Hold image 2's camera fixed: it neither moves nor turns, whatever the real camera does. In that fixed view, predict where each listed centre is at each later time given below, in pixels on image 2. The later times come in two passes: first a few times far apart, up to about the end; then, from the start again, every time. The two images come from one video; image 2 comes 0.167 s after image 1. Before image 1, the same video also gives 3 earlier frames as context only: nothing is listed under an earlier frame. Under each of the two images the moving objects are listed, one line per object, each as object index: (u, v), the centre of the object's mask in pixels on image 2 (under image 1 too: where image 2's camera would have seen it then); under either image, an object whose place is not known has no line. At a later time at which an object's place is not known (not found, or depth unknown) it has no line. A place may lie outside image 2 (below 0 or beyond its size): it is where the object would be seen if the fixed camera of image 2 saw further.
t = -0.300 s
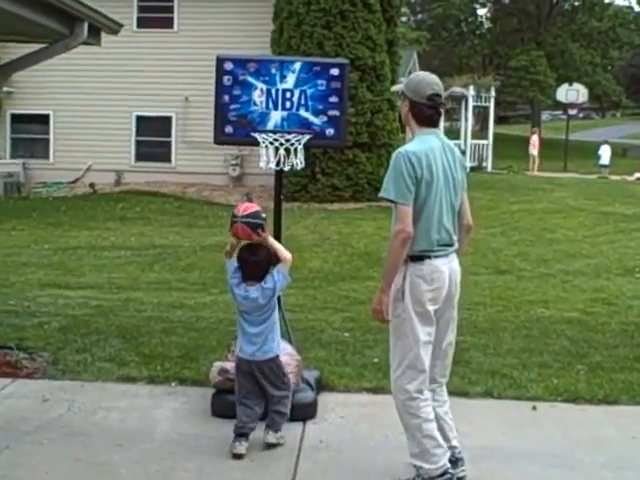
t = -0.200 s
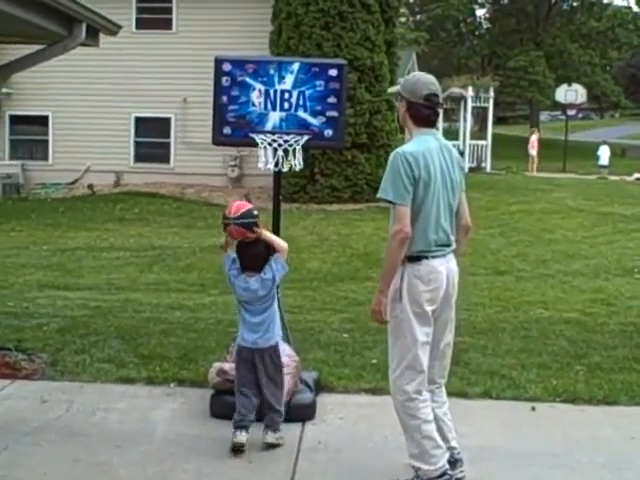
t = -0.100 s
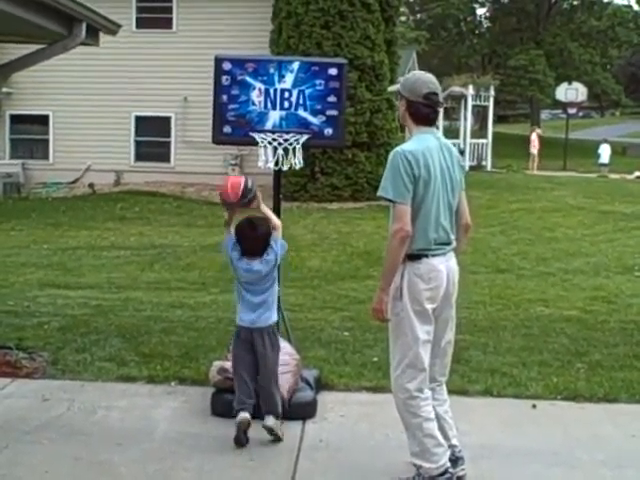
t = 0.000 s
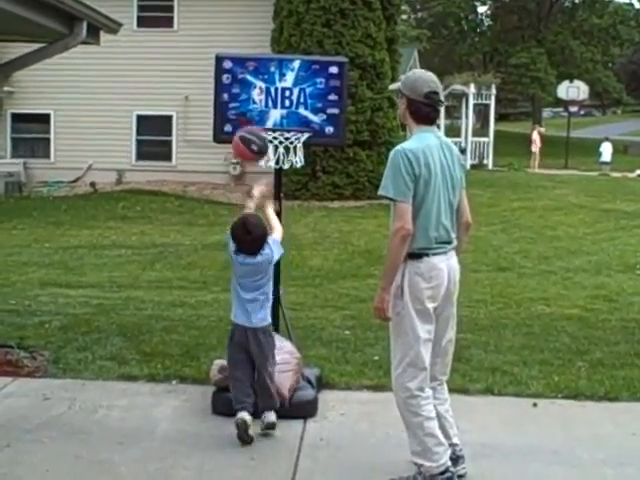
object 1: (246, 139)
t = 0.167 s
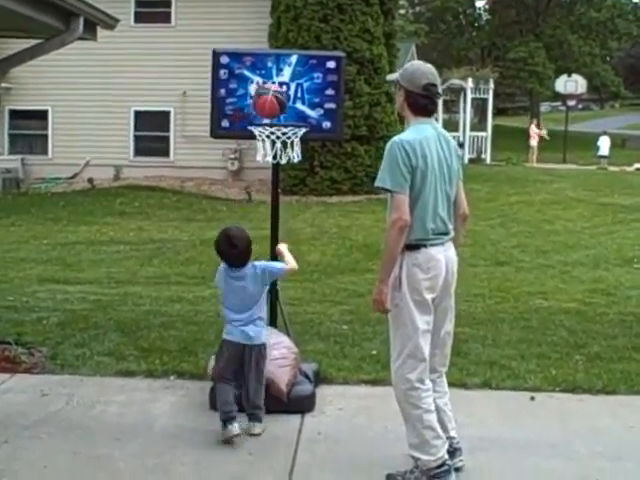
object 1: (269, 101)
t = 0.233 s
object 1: (278, 100)
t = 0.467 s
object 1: (304, 162)
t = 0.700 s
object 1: (327, 310)
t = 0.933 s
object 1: (335, 288)
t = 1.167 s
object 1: (335, 200)
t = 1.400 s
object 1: (335, 199)
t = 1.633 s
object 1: (332, 290)
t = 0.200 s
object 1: (274, 98)
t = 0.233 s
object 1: (278, 100)
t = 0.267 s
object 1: (281, 102)
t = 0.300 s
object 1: (286, 107)
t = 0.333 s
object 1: (291, 113)
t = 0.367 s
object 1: (294, 121)
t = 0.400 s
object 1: (297, 132)
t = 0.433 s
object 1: (301, 145)
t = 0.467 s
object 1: (304, 162)
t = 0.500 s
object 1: (308, 177)
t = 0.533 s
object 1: (311, 193)
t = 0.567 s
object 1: (314, 213)
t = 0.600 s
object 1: (317, 236)
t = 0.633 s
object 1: (320, 258)
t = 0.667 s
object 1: (324, 283)
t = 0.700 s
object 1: (327, 310)
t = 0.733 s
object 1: (329, 339)
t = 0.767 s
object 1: (332, 370)
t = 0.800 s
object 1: (332, 374)
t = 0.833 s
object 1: (333, 351)
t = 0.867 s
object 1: (333, 329)
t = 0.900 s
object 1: (334, 308)
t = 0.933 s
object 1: (335, 288)
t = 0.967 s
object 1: (335, 270)
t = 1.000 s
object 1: (334, 254)
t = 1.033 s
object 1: (335, 240)
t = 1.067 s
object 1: (335, 227)
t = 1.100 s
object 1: (335, 216)
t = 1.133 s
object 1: (335, 207)
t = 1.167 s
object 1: (335, 200)
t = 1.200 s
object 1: (335, 194)
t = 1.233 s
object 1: (336, 190)
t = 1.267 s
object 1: (335, 189)
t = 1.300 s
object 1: (336, 189)
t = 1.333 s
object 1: (335, 190)
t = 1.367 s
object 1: (335, 194)
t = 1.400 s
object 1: (335, 199)
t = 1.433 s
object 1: (334, 207)
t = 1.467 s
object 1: (334, 216)
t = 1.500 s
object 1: (334, 227)
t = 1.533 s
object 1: (333, 240)
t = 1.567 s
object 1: (333, 255)
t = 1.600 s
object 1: (332, 272)
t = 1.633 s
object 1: (332, 290)
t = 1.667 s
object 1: (331, 310)
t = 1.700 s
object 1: (332, 331)
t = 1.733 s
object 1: (330, 357)
